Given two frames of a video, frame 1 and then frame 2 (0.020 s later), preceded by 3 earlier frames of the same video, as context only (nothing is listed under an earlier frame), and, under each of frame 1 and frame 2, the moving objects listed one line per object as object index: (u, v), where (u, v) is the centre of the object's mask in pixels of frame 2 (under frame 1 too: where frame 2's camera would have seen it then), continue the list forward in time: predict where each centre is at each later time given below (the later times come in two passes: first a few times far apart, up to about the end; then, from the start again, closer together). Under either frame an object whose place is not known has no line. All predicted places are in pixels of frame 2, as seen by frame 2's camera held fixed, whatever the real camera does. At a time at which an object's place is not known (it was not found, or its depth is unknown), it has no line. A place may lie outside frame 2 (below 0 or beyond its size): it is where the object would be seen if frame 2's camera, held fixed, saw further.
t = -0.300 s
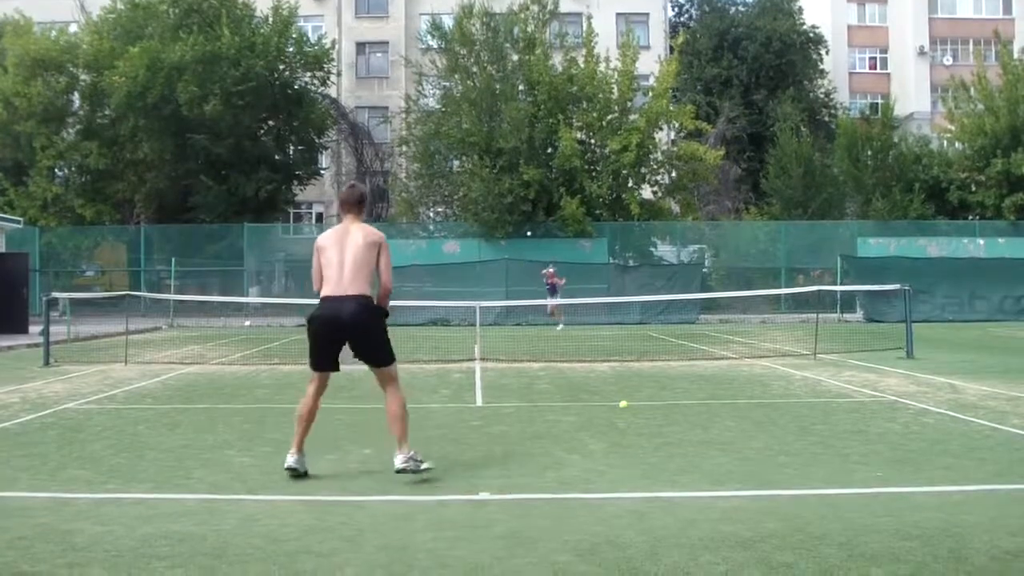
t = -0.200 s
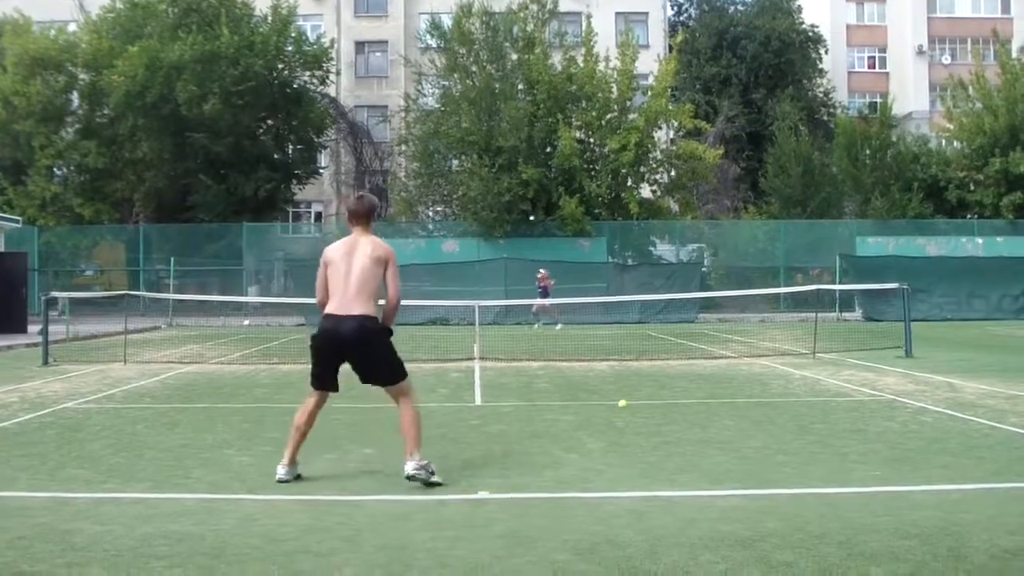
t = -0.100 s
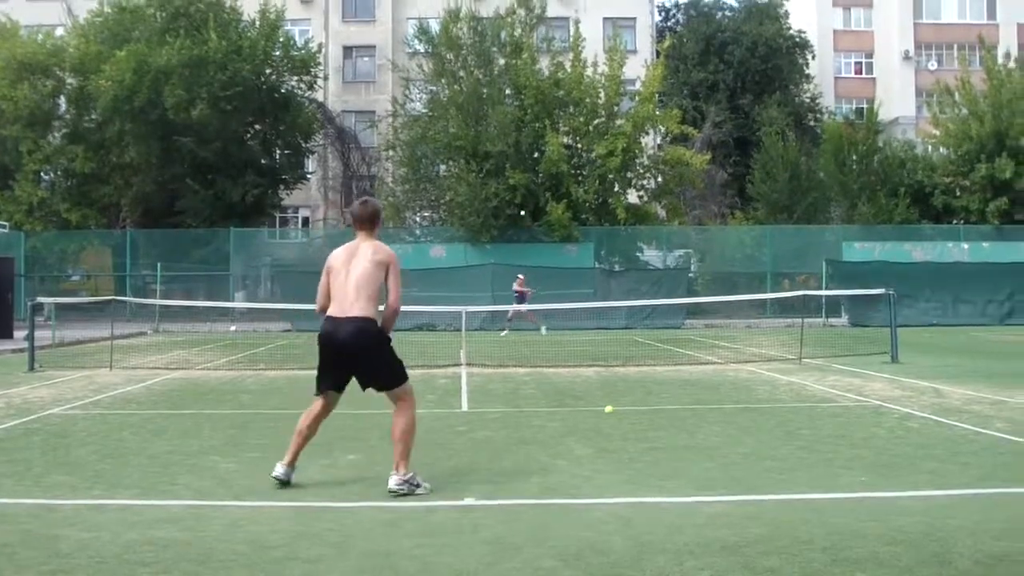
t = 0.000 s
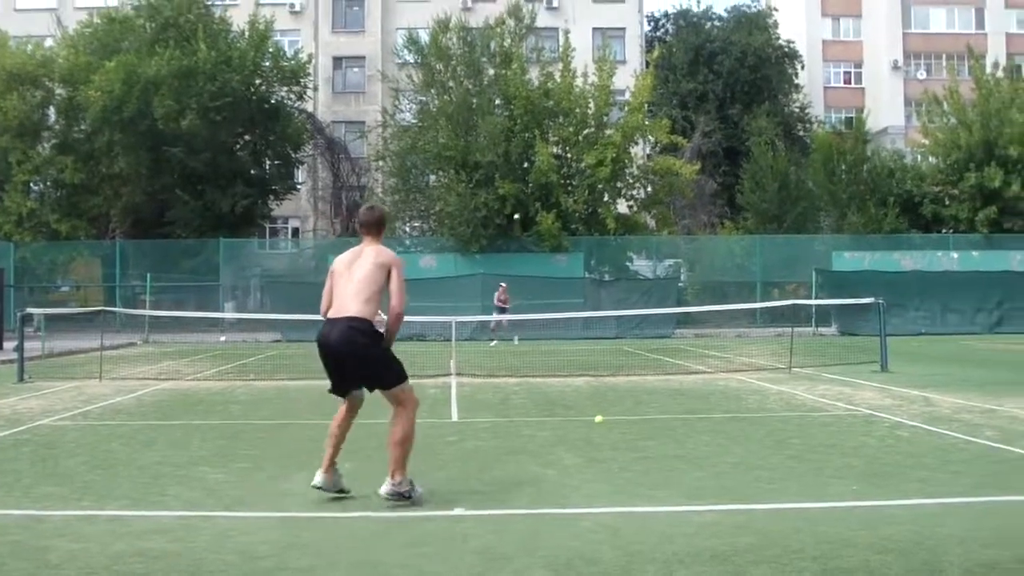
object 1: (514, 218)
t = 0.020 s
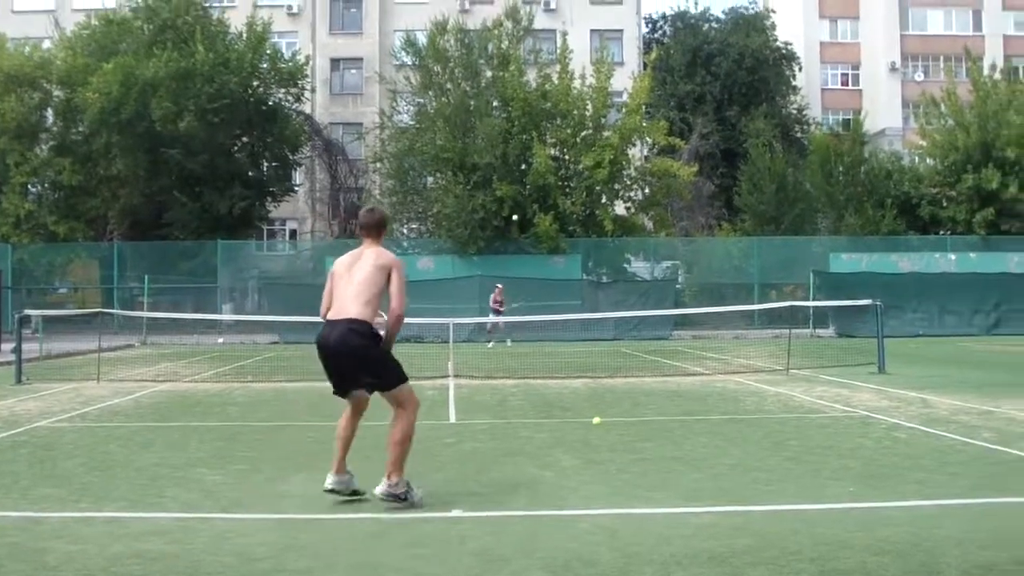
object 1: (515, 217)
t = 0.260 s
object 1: (523, 232)
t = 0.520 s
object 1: (542, 331)
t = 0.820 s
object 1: (572, 396)
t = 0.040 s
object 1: (516, 217)
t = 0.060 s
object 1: (516, 217)
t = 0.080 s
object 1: (516, 217)
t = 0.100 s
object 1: (517, 217)
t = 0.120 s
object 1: (518, 218)
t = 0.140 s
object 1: (519, 219)
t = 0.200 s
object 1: (520, 224)
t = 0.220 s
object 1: (521, 226)
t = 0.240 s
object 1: (522, 229)
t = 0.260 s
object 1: (523, 232)
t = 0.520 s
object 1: (542, 331)
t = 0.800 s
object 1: (571, 404)
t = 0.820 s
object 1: (572, 396)
